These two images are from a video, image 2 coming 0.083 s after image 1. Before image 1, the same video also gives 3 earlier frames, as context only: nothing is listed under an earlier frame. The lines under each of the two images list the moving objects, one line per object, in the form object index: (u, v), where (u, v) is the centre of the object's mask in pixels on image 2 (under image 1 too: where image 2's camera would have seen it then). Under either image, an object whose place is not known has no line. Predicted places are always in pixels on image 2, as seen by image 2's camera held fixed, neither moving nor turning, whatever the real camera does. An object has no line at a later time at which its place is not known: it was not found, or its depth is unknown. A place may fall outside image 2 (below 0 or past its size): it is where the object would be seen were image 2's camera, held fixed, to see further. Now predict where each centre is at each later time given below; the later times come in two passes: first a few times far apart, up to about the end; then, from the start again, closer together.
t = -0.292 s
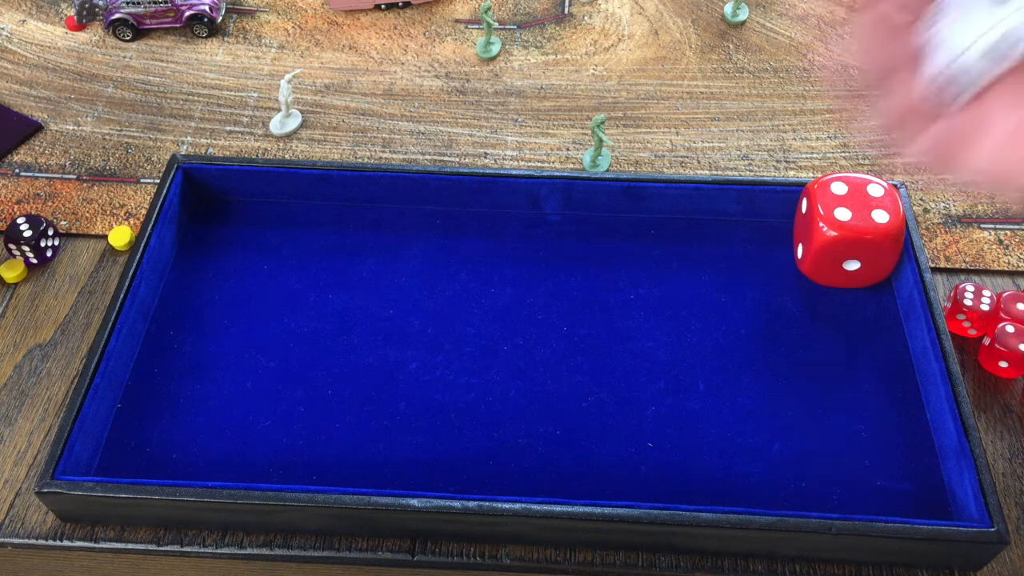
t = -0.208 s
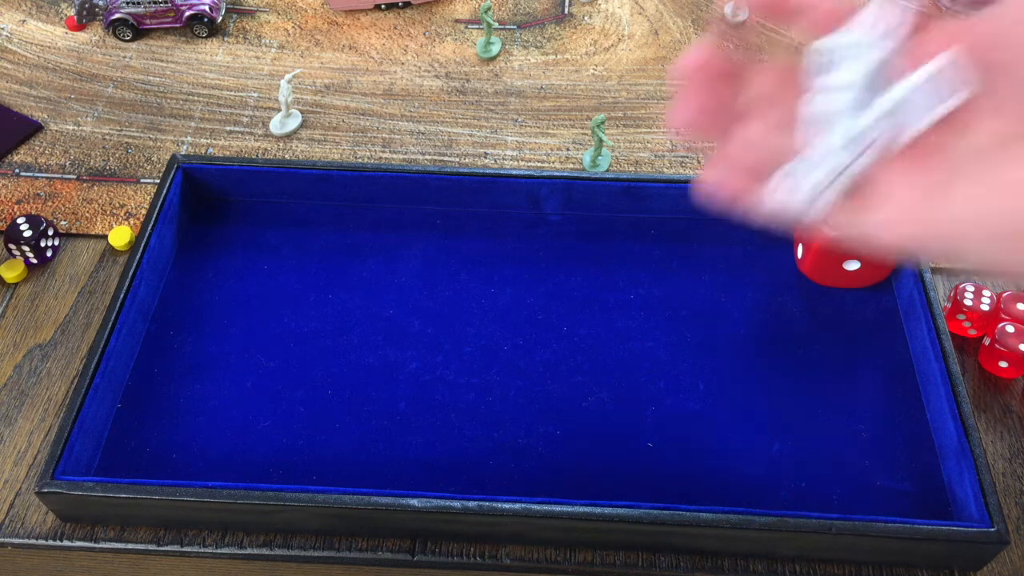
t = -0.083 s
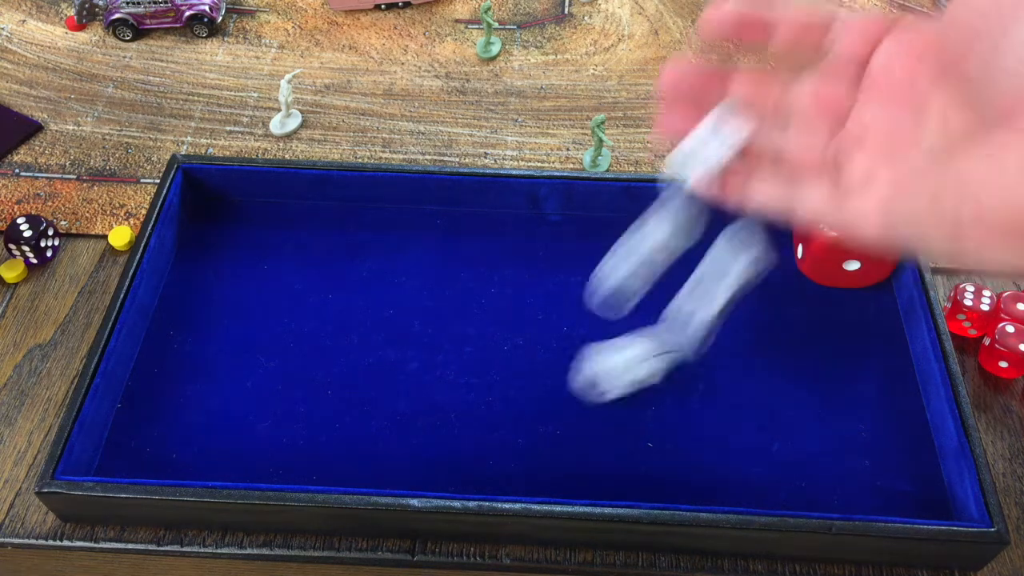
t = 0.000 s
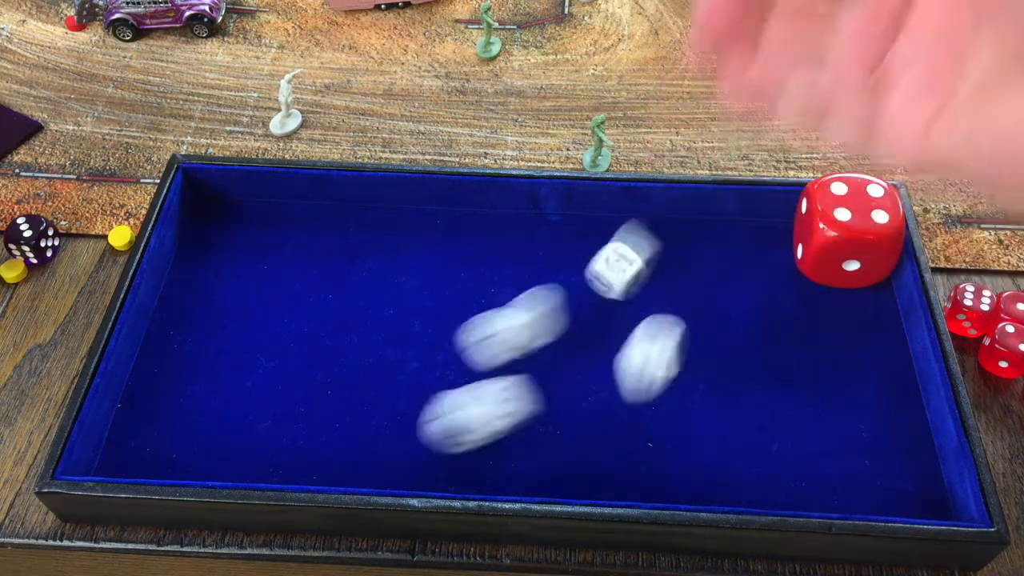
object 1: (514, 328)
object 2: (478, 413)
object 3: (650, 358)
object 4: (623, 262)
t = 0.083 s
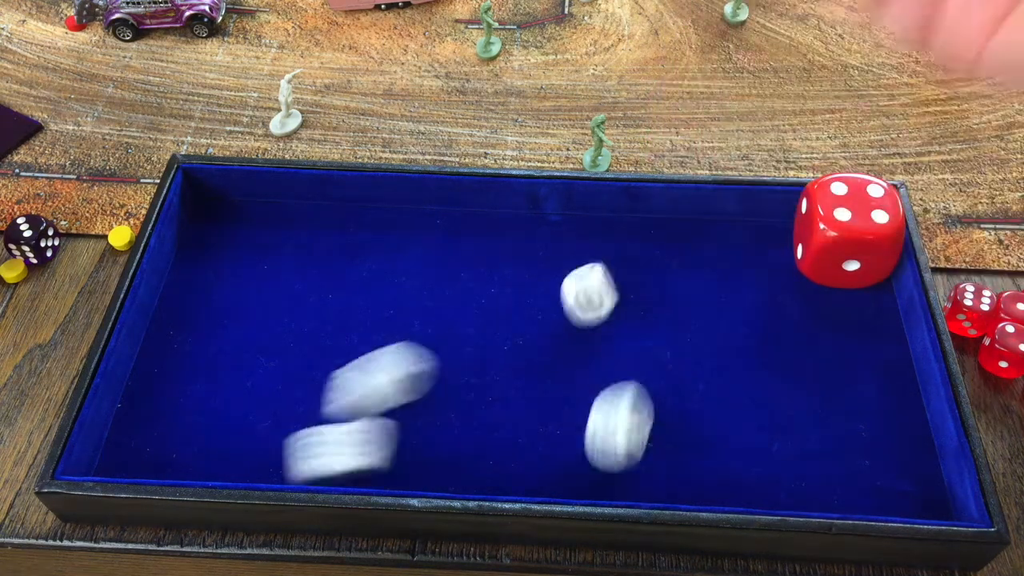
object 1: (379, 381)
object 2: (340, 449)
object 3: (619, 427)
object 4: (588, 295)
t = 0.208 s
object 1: (237, 409)
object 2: (193, 455)
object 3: (606, 464)
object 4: (592, 314)
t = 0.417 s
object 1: (171, 380)
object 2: (139, 458)
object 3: (593, 446)
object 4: (579, 314)
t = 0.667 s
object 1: (170, 380)
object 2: (139, 458)
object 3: (593, 446)
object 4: (579, 314)
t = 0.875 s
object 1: (170, 380)
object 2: (139, 458)
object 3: (593, 446)
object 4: (579, 314)
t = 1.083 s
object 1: (170, 380)
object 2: (139, 458)
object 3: (593, 446)
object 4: (579, 314)
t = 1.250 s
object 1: (170, 380)
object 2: (139, 458)
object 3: (593, 446)
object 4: (580, 314)
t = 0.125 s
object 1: (316, 407)
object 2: (277, 460)
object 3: (612, 457)
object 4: (586, 304)
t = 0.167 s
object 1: (270, 415)
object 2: (229, 457)
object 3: (610, 475)
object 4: (592, 312)
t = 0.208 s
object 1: (237, 409)
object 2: (193, 455)
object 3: (606, 464)
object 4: (592, 314)
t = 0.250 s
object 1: (218, 397)
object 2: (161, 457)
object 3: (597, 454)
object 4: (588, 315)
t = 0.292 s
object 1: (200, 387)
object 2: (144, 457)
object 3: (594, 448)
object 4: (583, 315)
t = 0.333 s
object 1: (187, 379)
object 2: (139, 458)
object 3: (593, 446)
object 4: (580, 314)
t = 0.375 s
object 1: (179, 378)
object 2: (138, 457)
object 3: (593, 446)
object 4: (580, 314)
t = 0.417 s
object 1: (171, 380)
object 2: (139, 458)
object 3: (593, 446)
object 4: (579, 314)
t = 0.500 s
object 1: (170, 380)
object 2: (139, 458)
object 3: (593, 446)
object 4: (579, 314)
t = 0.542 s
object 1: (170, 380)
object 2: (139, 458)
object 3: (593, 446)
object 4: (579, 314)
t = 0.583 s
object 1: (170, 380)
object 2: (138, 458)
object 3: (593, 446)
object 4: (579, 314)
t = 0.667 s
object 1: (170, 380)
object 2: (139, 458)
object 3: (593, 446)
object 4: (579, 314)
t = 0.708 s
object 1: (170, 380)
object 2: (139, 458)
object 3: (593, 446)
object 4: (579, 314)
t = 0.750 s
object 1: (170, 380)
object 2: (139, 458)
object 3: (593, 446)
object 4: (579, 314)
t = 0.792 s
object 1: (170, 380)
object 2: (139, 458)
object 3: (593, 446)
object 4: (579, 314)
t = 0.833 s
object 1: (170, 380)
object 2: (139, 458)
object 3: (593, 446)
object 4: (579, 314)
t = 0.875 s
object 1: (170, 380)
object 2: (139, 458)
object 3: (593, 446)
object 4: (579, 314)
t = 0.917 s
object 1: (170, 380)
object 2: (139, 458)
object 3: (593, 446)
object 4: (579, 314)
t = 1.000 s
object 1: (170, 380)
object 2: (139, 458)
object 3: (593, 446)
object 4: (579, 314)
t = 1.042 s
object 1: (170, 380)
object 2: (139, 458)
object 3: (593, 446)
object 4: (579, 314)
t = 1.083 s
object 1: (170, 380)
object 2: (139, 458)
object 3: (593, 446)
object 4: (579, 314)
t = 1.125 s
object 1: (170, 380)
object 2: (139, 458)
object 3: (593, 446)
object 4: (579, 314)
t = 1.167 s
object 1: (170, 380)
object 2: (139, 458)
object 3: (593, 446)
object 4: (579, 314)
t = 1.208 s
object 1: (170, 380)
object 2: (139, 458)
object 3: (593, 446)
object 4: (579, 314)
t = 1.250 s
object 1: (170, 380)
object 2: (139, 458)
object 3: (593, 446)
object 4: (580, 314)
